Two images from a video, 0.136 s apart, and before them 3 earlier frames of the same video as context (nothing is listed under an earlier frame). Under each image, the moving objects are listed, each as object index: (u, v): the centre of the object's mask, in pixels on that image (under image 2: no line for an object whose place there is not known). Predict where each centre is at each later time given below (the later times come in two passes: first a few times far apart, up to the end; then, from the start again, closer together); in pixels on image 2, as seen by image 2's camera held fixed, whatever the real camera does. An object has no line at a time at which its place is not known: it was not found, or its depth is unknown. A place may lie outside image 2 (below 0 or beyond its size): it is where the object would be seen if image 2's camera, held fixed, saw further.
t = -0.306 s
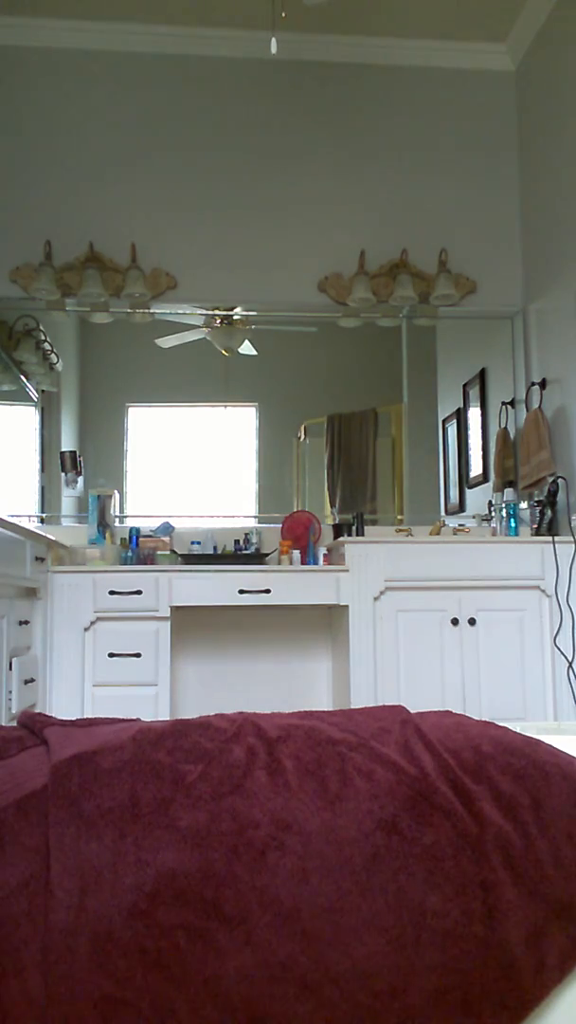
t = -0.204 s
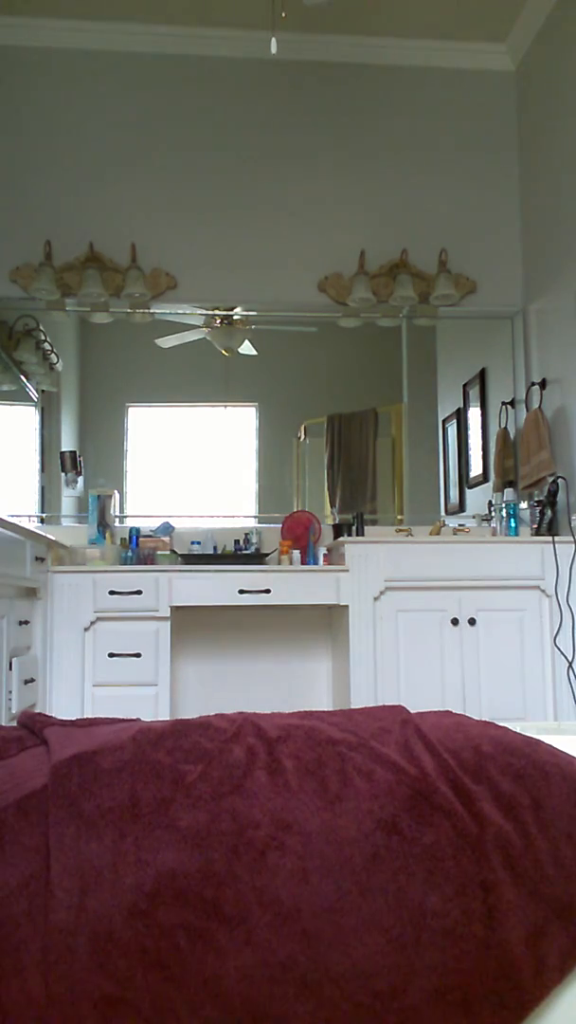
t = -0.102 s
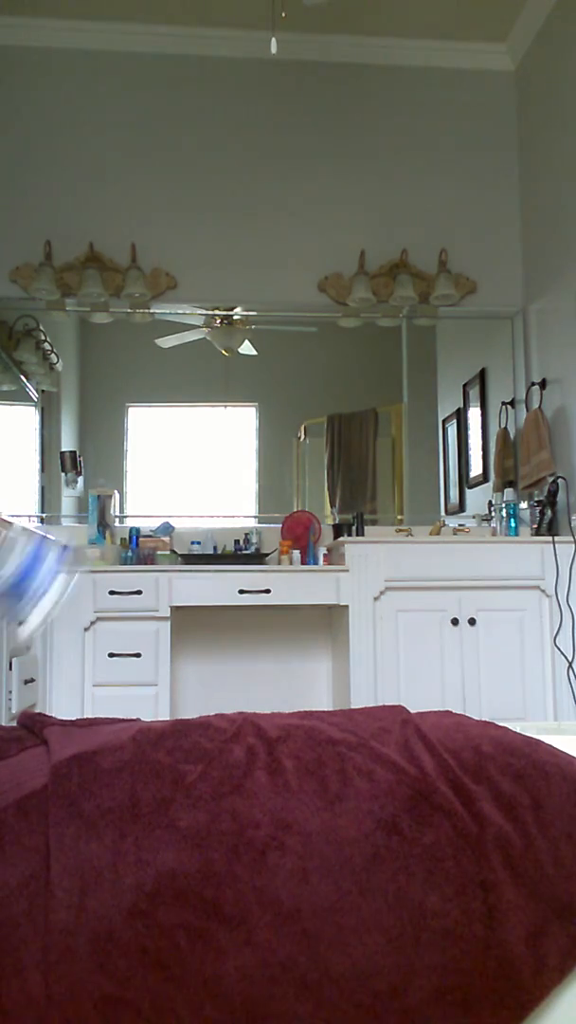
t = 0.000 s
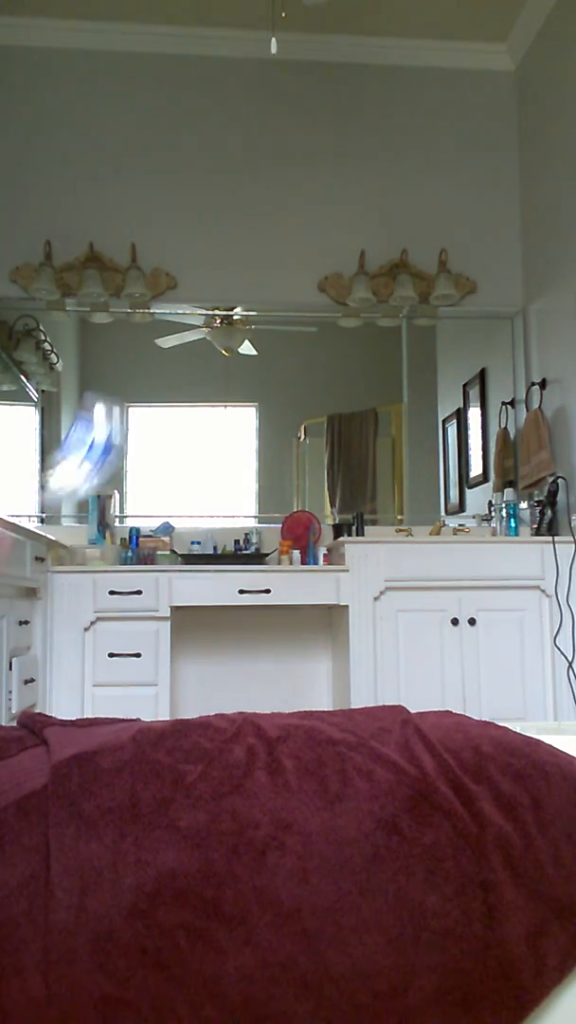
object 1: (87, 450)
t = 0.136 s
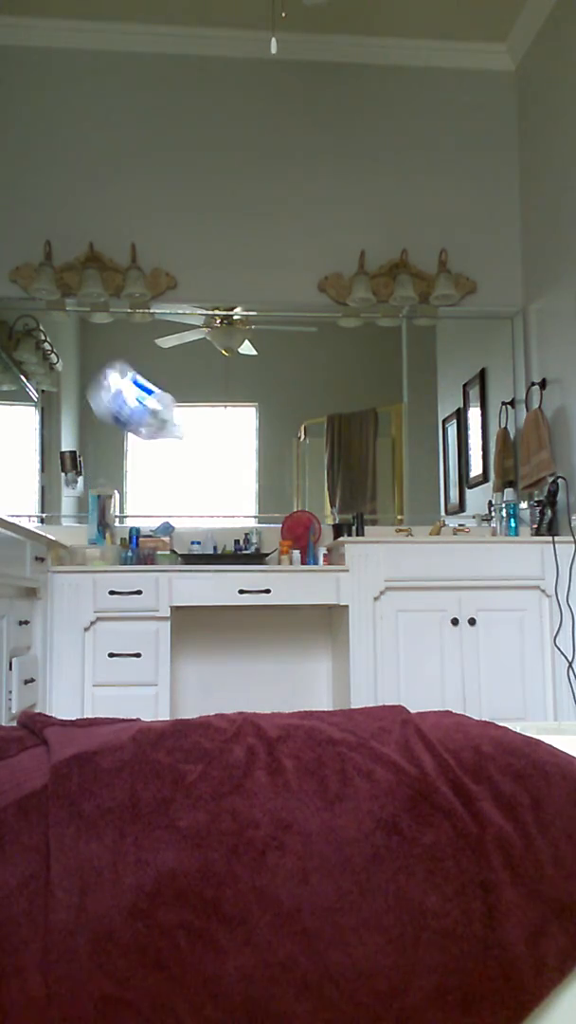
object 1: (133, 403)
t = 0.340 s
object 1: (204, 683)
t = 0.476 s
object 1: (187, 684)
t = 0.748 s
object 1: (191, 685)
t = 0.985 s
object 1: (191, 685)
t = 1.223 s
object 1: (191, 685)
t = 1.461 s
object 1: (191, 685)
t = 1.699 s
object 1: (191, 685)
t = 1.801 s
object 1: (191, 685)
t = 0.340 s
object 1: (204, 683)
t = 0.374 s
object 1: (198, 684)
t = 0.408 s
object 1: (194, 683)
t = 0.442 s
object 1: (189, 684)
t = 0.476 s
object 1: (187, 684)
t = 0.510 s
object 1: (187, 684)
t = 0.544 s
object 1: (189, 684)
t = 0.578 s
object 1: (191, 685)
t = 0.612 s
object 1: (192, 685)
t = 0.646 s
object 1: (192, 685)
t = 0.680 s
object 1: (192, 685)
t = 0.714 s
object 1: (191, 685)
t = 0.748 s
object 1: (191, 685)
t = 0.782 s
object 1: (191, 685)
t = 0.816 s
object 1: (191, 685)
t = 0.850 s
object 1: (191, 685)
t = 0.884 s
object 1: (191, 685)
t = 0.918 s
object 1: (191, 685)
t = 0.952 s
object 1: (191, 685)
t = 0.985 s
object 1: (191, 685)
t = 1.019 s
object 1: (191, 685)
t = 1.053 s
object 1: (191, 685)
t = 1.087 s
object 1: (191, 685)
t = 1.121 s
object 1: (191, 685)
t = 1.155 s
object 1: (191, 685)
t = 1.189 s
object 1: (191, 685)
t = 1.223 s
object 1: (191, 685)
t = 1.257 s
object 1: (191, 685)
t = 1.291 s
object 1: (191, 685)
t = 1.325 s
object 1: (191, 685)
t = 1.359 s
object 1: (191, 685)
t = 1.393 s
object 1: (191, 685)
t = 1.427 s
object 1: (191, 685)
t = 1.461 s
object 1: (191, 685)
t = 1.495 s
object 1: (191, 685)
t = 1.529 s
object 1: (191, 685)
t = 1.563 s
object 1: (191, 685)
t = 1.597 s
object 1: (191, 685)
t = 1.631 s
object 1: (191, 685)
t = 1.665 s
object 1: (191, 685)
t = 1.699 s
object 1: (191, 685)
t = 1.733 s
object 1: (191, 685)
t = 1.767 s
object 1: (191, 685)
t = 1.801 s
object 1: (191, 685)
